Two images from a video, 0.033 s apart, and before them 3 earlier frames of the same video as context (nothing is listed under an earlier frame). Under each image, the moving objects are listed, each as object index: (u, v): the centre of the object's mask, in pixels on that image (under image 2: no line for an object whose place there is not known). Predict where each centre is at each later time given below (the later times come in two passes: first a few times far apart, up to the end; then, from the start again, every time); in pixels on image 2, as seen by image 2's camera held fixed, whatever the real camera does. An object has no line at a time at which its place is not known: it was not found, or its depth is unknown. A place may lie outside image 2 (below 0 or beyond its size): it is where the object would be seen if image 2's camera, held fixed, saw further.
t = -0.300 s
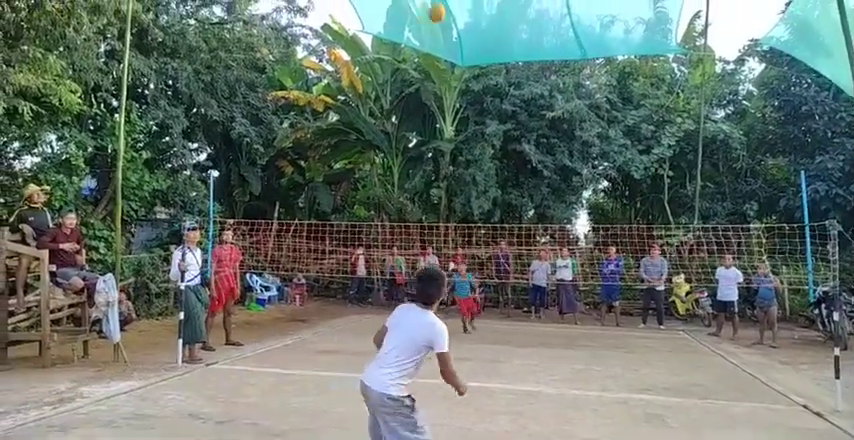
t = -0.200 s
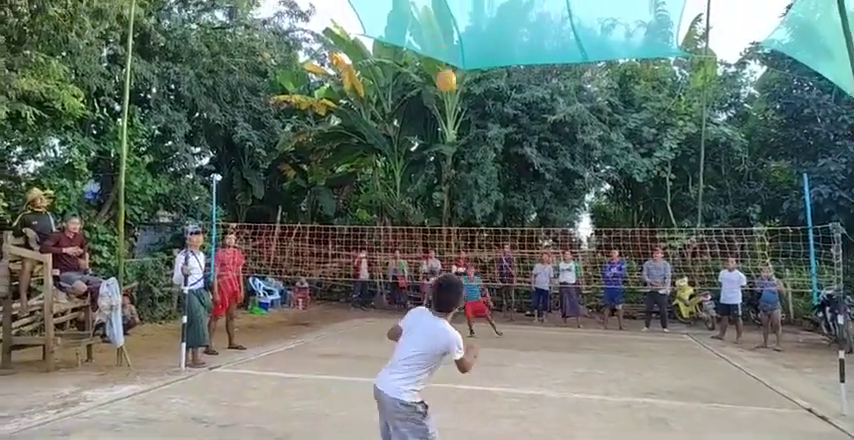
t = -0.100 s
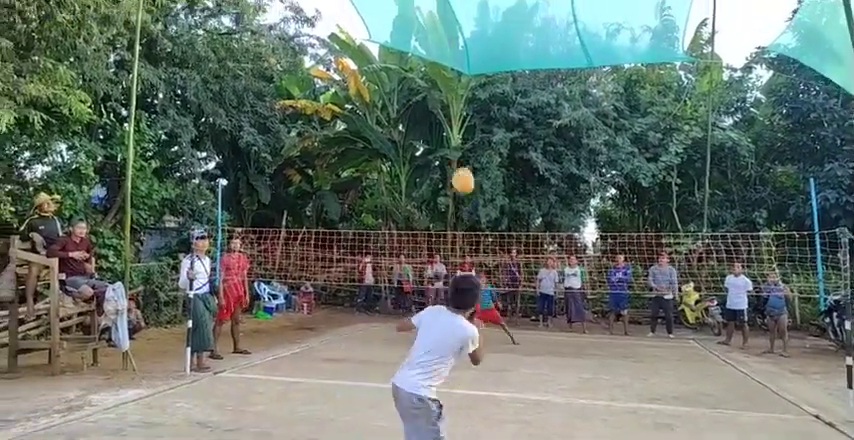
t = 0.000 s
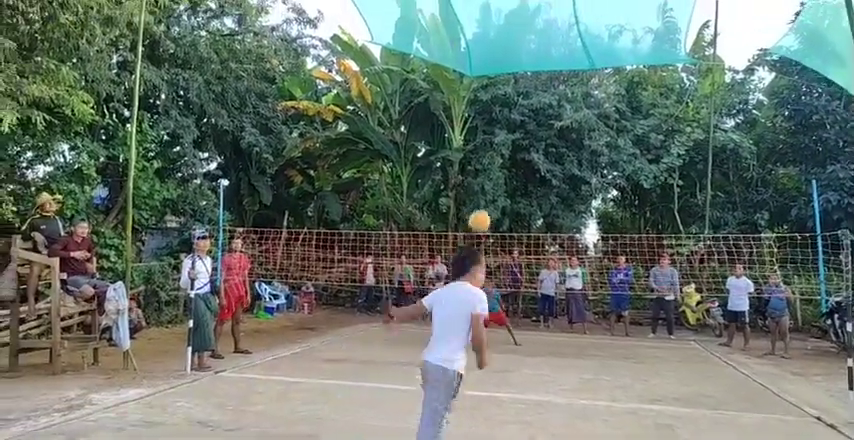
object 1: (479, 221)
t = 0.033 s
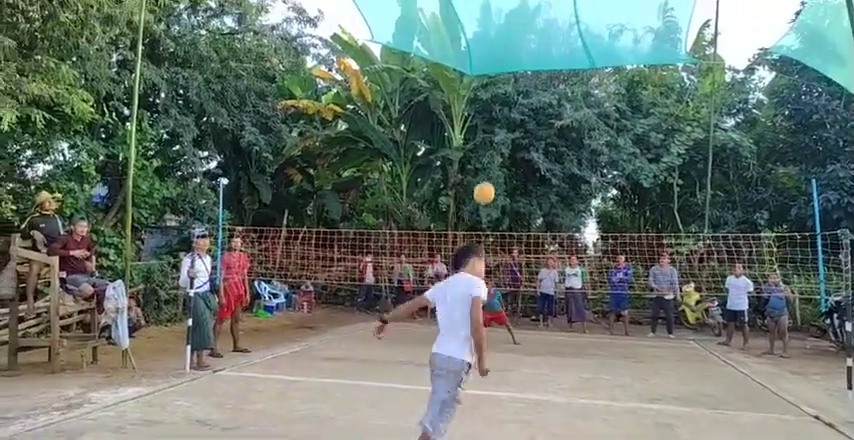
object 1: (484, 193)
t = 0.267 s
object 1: (510, 90)
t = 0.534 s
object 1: (521, 77)
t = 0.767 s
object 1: (531, 113)
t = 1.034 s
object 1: (536, 185)
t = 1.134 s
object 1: (538, 218)
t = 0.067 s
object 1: (488, 169)
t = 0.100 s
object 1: (493, 150)
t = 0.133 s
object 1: (496, 133)
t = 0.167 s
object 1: (500, 119)
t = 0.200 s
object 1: (503, 107)
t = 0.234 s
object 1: (507, 97)
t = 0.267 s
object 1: (510, 90)
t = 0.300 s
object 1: (511, 83)
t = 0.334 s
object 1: (513, 79)
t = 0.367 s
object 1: (514, 76)
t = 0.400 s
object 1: (517, 74)
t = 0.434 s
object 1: (519, 73)
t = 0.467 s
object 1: (520, 74)
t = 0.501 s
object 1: (521, 75)
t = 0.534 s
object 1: (521, 77)
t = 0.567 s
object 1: (525, 80)
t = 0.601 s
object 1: (525, 84)
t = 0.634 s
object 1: (526, 87)
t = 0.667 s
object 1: (528, 94)
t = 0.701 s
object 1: (530, 100)
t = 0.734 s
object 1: (529, 106)
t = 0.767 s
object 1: (531, 113)
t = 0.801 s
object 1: (532, 122)
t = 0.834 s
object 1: (532, 129)
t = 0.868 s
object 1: (533, 138)
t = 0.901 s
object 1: (534, 147)
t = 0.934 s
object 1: (535, 155)
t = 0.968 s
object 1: (535, 165)
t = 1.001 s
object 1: (536, 175)
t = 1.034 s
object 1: (536, 185)
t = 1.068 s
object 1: (537, 195)
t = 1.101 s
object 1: (538, 206)
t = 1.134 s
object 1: (538, 218)
